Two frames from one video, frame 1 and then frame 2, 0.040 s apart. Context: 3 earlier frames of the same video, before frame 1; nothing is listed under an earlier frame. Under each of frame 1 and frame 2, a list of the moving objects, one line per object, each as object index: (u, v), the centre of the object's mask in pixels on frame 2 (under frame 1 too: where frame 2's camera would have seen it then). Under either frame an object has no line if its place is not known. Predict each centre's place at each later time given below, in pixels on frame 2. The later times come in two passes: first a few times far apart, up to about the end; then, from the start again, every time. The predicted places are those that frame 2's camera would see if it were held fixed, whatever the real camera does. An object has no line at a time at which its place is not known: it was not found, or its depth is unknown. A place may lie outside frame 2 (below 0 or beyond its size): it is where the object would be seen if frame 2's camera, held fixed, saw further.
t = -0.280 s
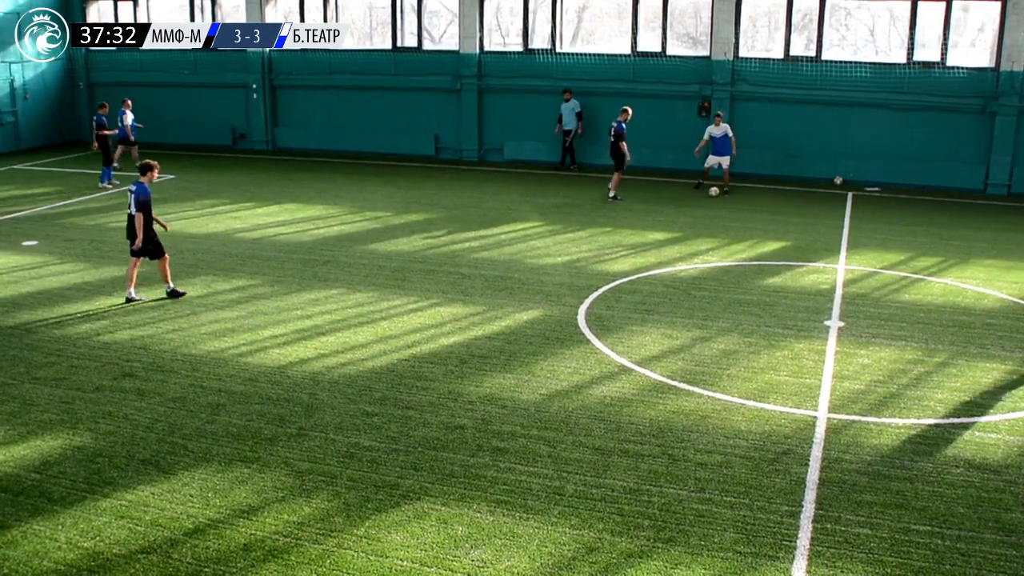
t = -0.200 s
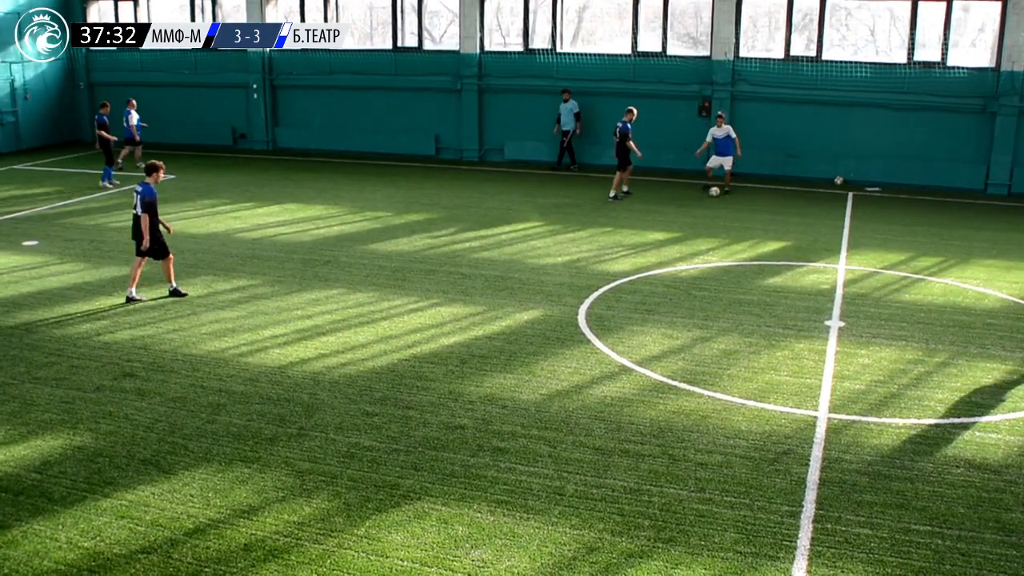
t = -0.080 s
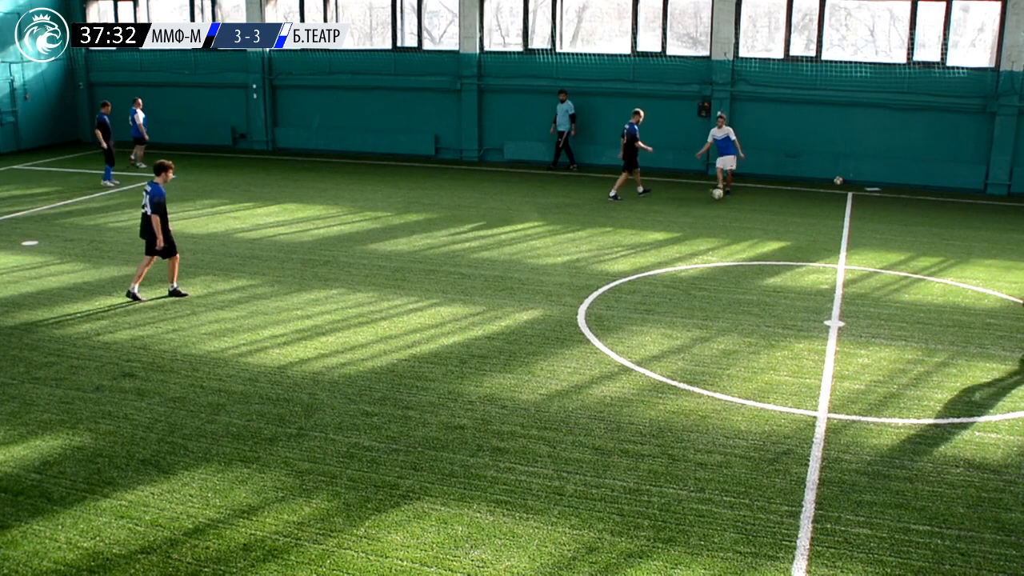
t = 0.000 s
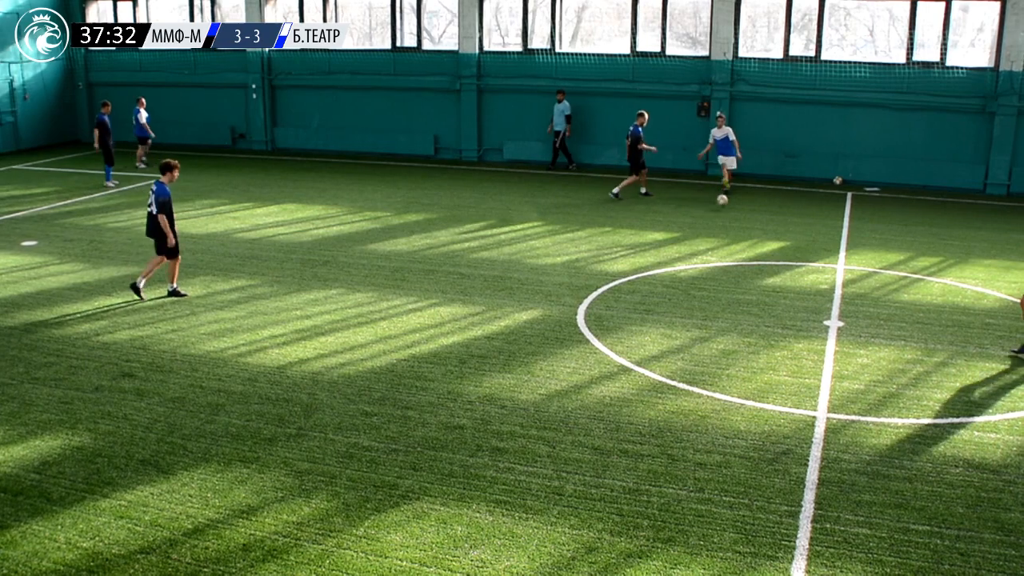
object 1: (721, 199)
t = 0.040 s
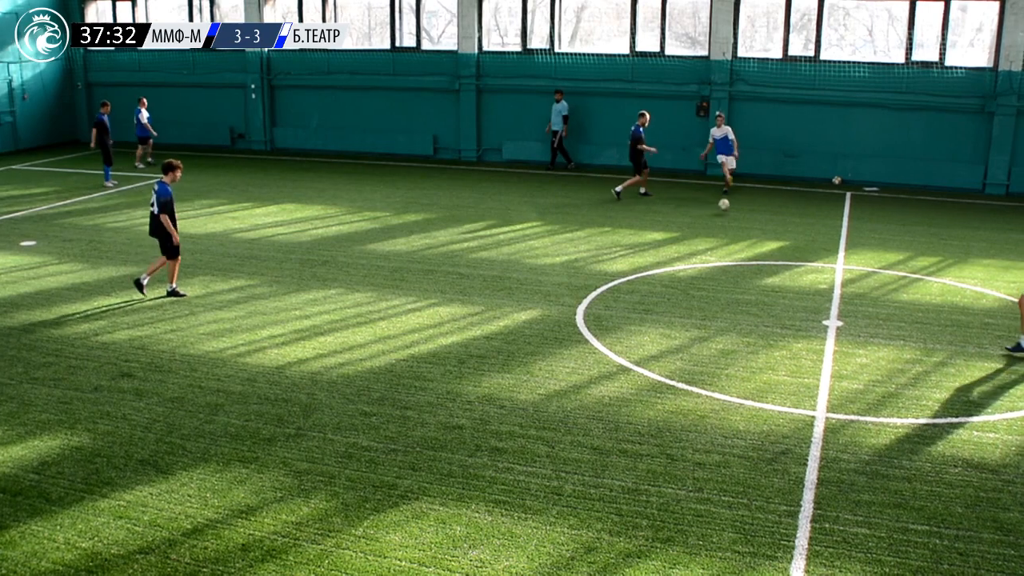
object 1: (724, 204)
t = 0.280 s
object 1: (740, 226)
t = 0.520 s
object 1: (755, 250)
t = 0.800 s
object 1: (776, 278)
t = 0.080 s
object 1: (727, 210)
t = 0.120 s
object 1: (729, 215)
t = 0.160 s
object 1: (732, 216)
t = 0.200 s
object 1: (735, 218)
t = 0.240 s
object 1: (737, 222)
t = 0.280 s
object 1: (740, 226)
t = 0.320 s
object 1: (742, 232)
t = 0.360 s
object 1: (745, 234)
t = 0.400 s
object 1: (747, 236)
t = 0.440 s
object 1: (750, 240)
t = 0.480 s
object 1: (753, 245)
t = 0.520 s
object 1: (755, 250)
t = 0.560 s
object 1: (759, 253)
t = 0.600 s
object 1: (761, 257)
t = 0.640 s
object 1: (764, 261)
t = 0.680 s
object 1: (767, 265)
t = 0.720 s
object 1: (770, 270)
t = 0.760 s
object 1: (774, 273)
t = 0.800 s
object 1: (776, 278)
